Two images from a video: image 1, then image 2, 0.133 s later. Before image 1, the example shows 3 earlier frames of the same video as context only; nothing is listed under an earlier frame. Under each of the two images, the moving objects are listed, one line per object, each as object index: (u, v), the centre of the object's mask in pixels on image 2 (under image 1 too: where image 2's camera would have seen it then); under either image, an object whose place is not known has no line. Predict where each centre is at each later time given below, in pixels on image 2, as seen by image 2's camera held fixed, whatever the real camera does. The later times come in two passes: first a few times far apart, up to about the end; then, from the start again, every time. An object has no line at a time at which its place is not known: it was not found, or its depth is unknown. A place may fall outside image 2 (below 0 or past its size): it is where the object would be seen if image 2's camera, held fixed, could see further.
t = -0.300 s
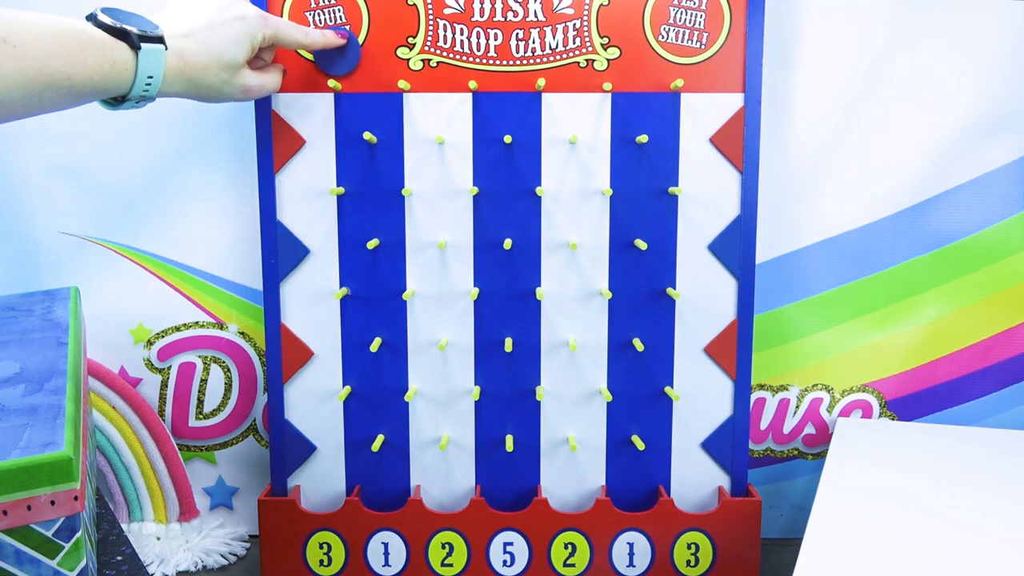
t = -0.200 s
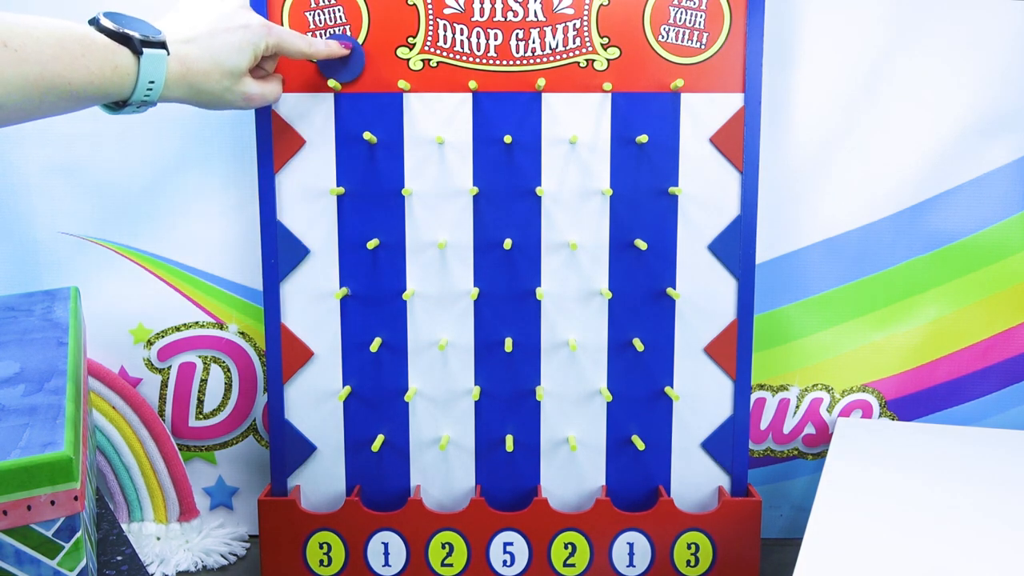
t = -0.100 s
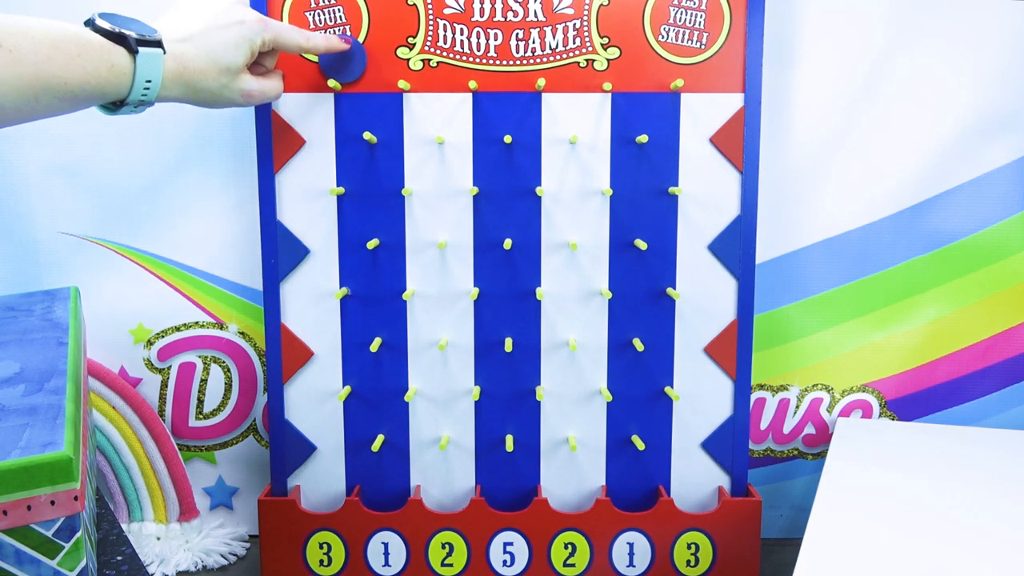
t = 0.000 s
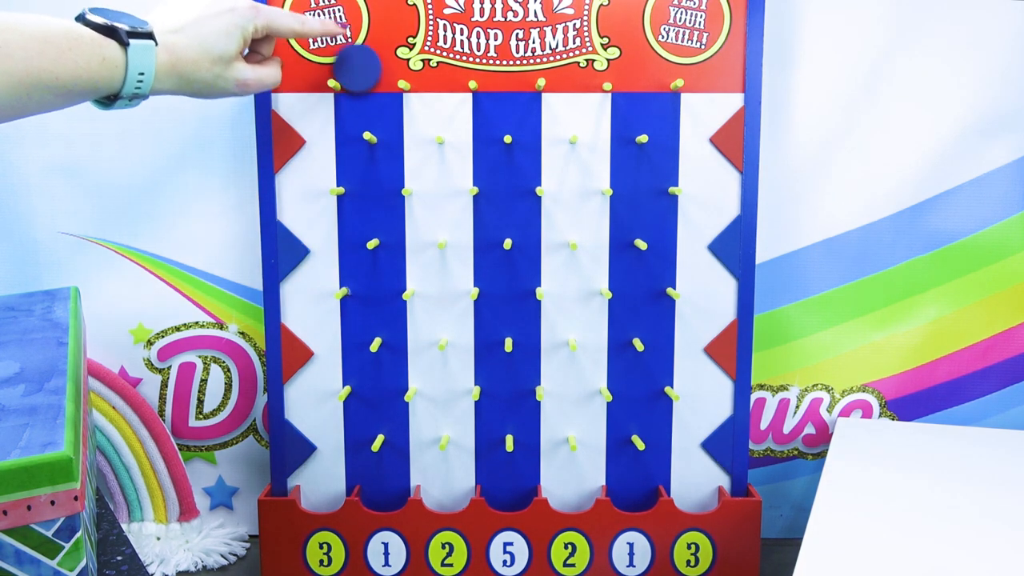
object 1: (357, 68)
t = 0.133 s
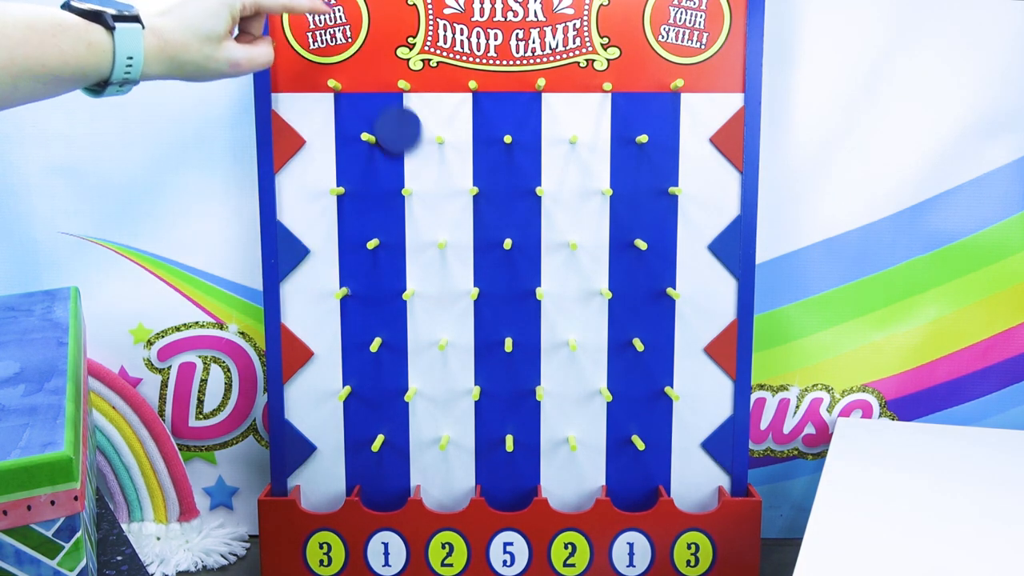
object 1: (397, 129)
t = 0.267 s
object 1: (443, 183)
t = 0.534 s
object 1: (410, 249)
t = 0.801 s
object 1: (466, 327)
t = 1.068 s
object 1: (530, 417)
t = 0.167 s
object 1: (410, 156)
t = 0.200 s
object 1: (422, 162)
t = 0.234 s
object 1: (430, 169)
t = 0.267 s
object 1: (443, 183)
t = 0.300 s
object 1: (438, 207)
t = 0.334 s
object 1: (430, 211)
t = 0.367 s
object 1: (435, 213)
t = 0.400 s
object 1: (434, 216)
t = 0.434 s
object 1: (432, 217)
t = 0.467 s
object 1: (427, 219)
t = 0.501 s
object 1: (419, 228)
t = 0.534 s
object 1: (410, 249)
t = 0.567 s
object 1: (399, 259)
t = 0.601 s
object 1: (407, 260)
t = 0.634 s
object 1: (416, 264)
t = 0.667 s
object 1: (425, 268)
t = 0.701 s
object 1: (435, 281)
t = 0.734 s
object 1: (445, 307)
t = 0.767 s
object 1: (459, 314)
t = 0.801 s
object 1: (466, 327)
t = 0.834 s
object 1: (479, 349)
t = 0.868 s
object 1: (495, 368)
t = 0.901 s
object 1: (515, 375)
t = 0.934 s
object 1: (510, 372)
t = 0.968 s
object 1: (503, 377)
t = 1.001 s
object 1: (508, 389)
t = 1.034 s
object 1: (517, 411)
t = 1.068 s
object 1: (530, 417)
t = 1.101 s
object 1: (546, 427)
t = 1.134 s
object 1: (540, 438)
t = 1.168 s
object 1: (532, 463)
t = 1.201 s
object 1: (528, 462)
